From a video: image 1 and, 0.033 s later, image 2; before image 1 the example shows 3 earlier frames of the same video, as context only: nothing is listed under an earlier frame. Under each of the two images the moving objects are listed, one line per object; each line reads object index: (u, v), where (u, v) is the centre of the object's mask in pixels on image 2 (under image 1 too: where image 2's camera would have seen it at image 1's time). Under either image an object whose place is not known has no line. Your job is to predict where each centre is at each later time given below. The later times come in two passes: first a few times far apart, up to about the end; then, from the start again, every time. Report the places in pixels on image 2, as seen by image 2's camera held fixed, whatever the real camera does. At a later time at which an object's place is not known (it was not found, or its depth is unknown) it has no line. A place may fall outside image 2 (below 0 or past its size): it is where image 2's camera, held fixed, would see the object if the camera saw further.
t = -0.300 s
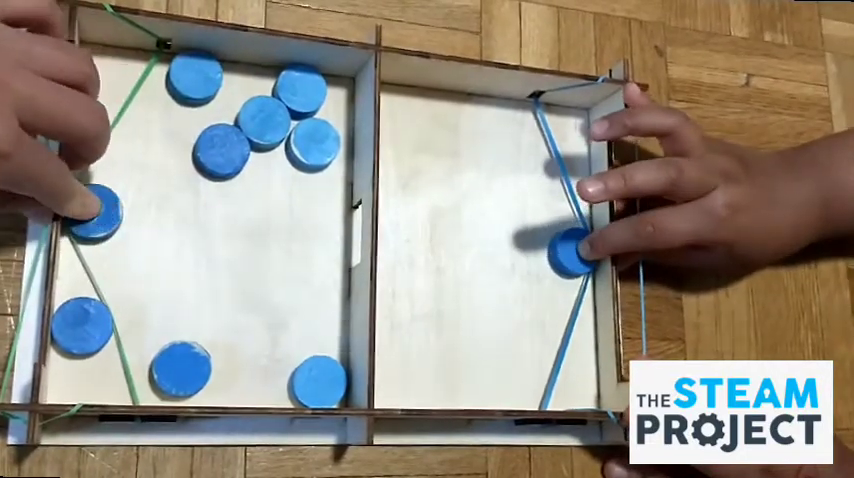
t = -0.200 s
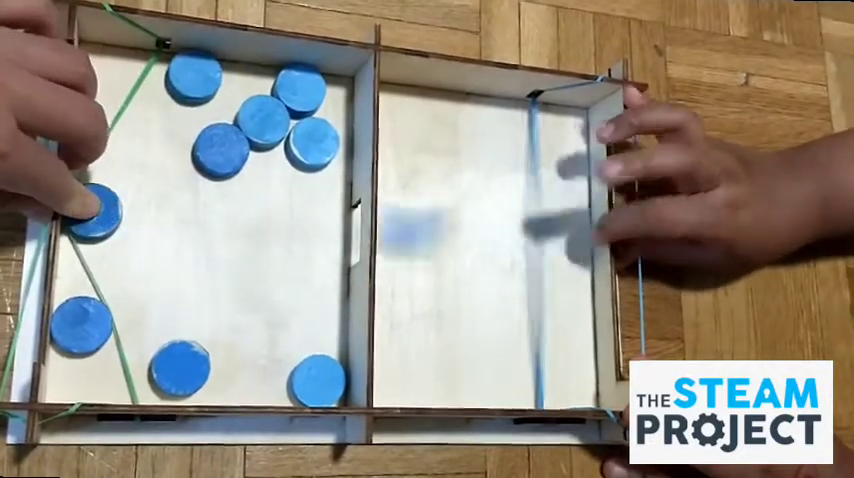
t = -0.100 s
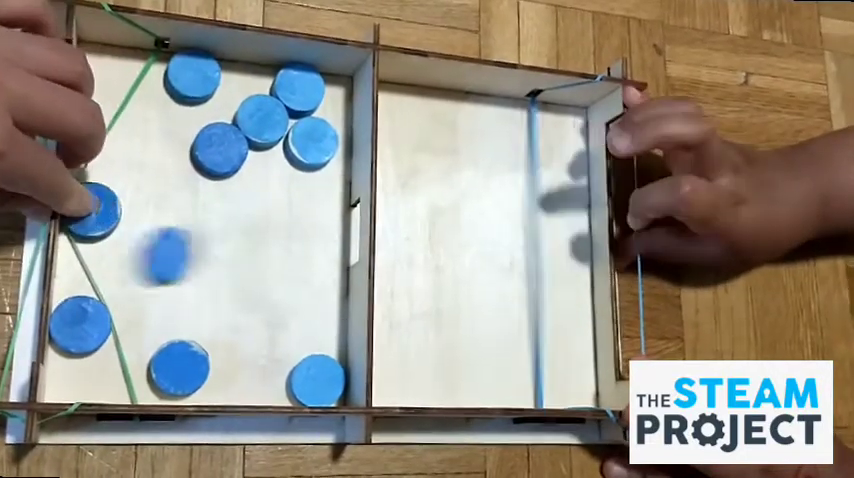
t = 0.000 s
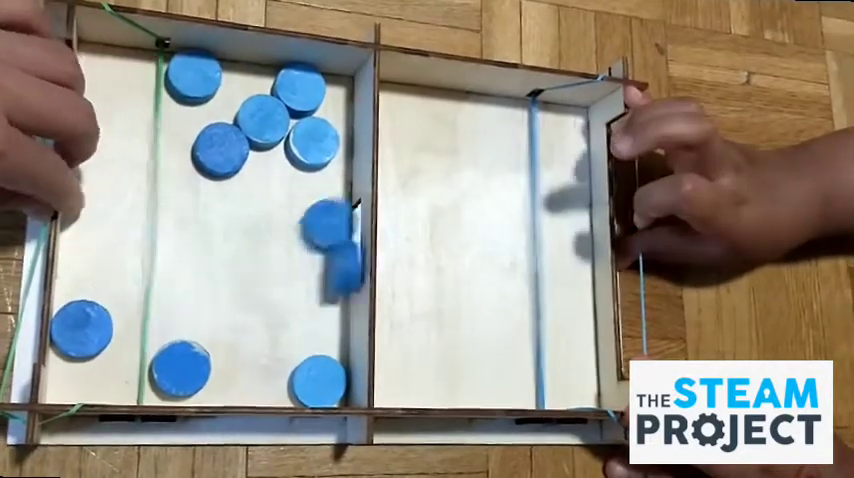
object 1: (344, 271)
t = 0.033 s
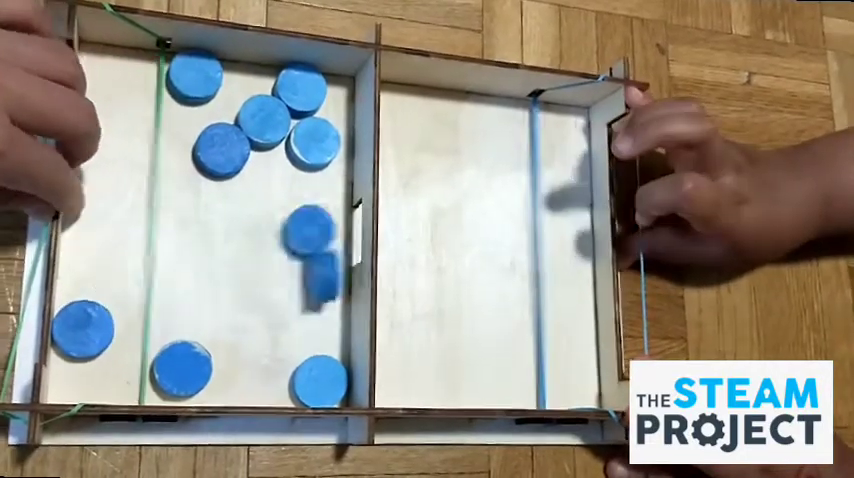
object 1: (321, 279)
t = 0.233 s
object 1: (232, 279)
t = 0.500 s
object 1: (206, 271)
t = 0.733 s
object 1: (199, 271)
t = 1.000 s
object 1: (199, 271)
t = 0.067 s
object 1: (303, 289)
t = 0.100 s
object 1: (285, 299)
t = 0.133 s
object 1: (266, 304)
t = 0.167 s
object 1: (251, 297)
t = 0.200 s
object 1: (242, 288)
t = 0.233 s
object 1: (232, 279)
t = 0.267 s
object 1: (224, 274)
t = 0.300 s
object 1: (216, 268)
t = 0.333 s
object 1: (208, 262)
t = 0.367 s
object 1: (199, 259)
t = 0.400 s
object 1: (195, 257)
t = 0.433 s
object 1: (194, 259)
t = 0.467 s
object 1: (198, 265)
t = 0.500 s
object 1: (206, 271)
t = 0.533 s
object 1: (214, 274)
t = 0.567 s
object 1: (217, 274)
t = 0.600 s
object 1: (215, 273)
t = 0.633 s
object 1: (206, 272)
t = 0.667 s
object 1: (199, 273)
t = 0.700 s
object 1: (199, 272)
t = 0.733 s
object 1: (199, 271)
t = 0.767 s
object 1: (199, 271)
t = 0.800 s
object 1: (199, 271)
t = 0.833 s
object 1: (199, 271)
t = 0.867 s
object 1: (199, 271)
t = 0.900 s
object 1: (199, 271)
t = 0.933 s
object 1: (199, 271)
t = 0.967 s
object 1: (199, 271)
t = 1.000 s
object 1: (199, 271)
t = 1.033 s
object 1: (199, 271)
